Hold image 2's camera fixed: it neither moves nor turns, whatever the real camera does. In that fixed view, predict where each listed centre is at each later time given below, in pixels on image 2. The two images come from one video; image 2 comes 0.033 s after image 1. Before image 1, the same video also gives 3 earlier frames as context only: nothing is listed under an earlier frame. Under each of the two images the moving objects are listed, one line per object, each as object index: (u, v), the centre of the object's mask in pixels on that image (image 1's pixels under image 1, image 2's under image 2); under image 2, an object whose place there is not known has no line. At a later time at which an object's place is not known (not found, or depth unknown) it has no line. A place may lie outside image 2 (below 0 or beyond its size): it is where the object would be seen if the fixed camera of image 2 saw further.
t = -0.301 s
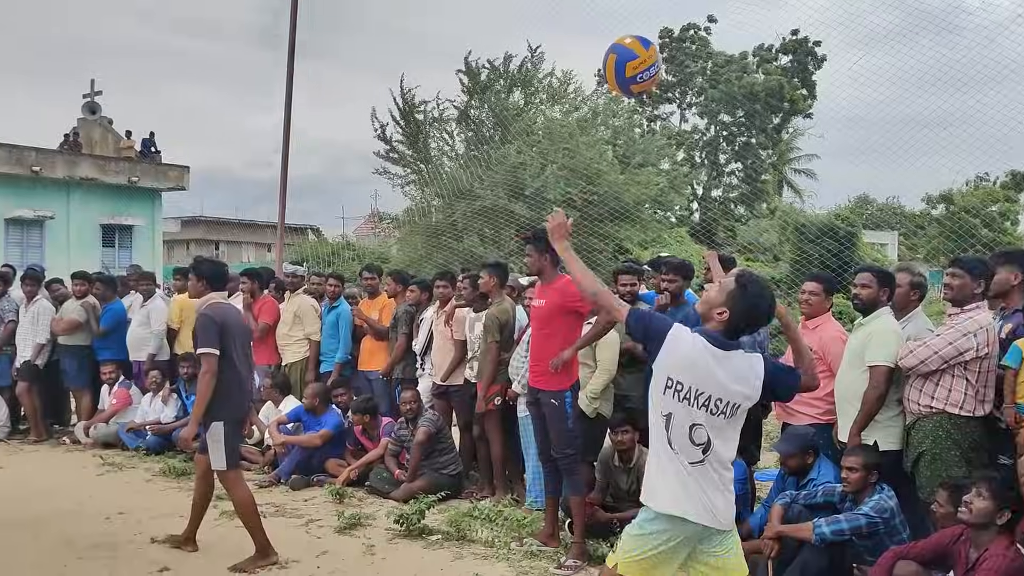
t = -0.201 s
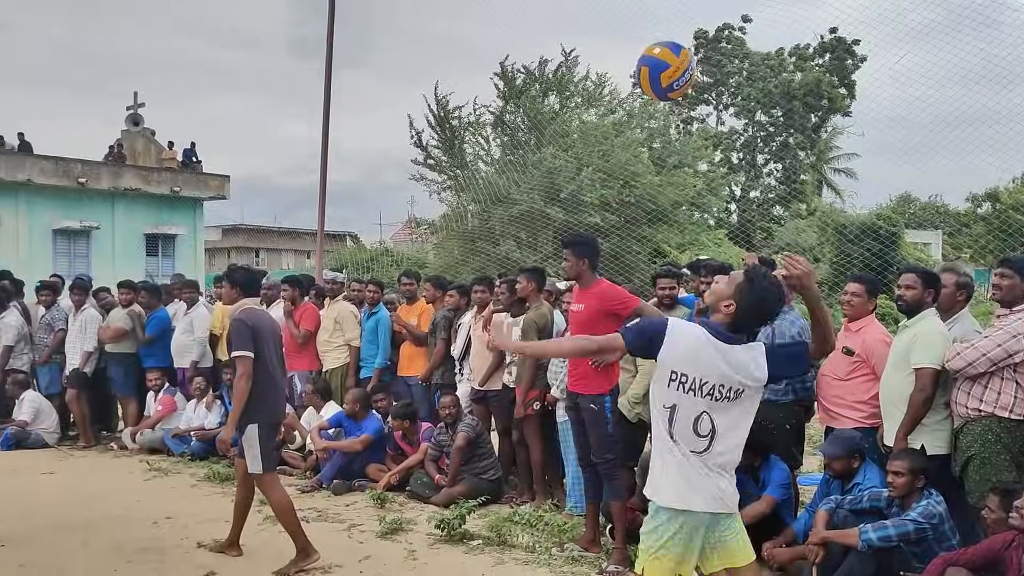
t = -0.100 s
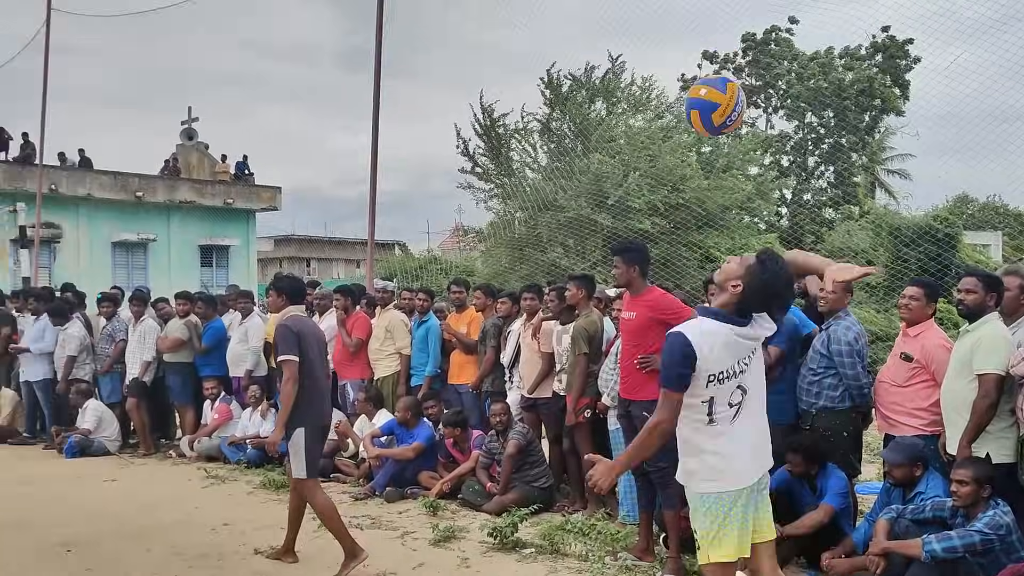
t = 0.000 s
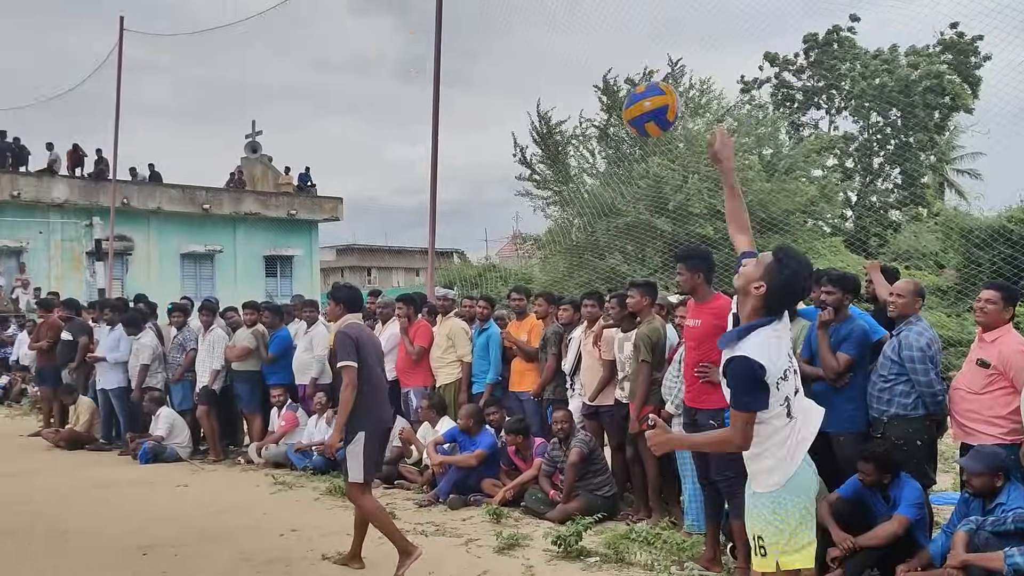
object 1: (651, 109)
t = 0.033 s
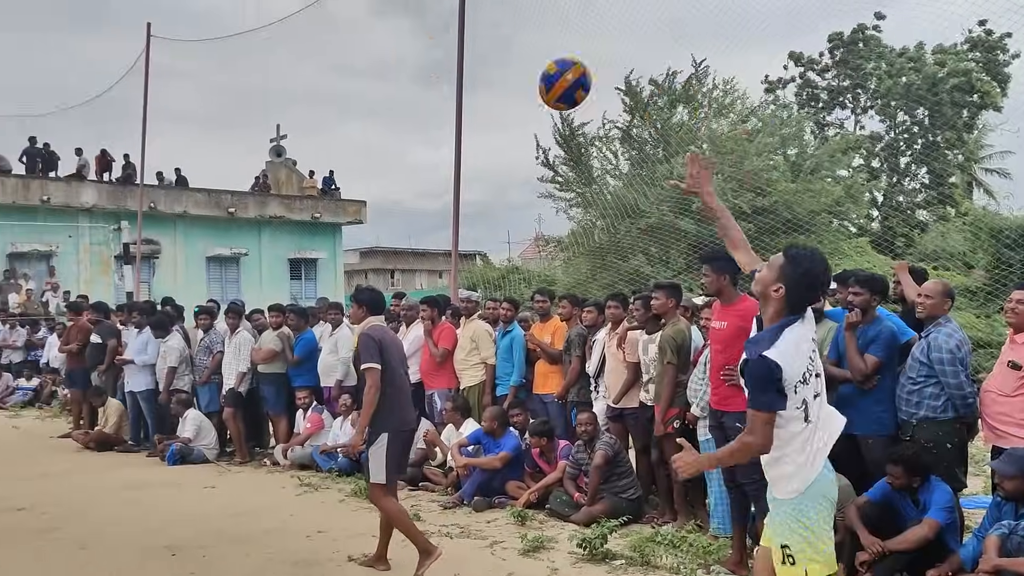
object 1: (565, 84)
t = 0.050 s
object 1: (515, 73)
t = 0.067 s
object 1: (469, 63)
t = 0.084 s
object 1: (425, 55)
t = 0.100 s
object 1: (384, 47)
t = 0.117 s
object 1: (345, 42)
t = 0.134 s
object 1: (308, 36)
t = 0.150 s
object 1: (274, 32)
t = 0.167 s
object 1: (241, 29)
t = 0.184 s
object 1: (211, 26)
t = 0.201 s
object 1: (182, 25)
